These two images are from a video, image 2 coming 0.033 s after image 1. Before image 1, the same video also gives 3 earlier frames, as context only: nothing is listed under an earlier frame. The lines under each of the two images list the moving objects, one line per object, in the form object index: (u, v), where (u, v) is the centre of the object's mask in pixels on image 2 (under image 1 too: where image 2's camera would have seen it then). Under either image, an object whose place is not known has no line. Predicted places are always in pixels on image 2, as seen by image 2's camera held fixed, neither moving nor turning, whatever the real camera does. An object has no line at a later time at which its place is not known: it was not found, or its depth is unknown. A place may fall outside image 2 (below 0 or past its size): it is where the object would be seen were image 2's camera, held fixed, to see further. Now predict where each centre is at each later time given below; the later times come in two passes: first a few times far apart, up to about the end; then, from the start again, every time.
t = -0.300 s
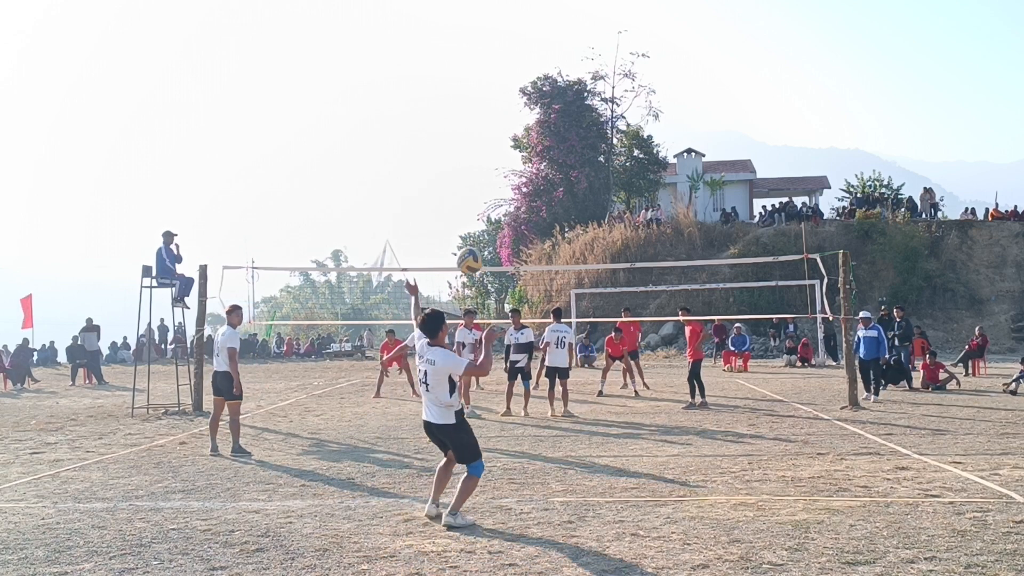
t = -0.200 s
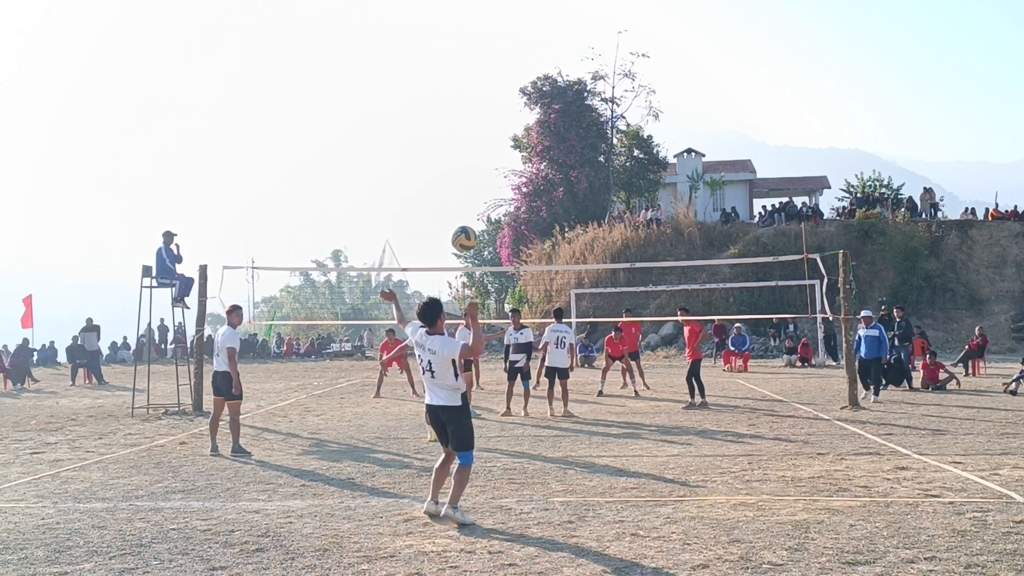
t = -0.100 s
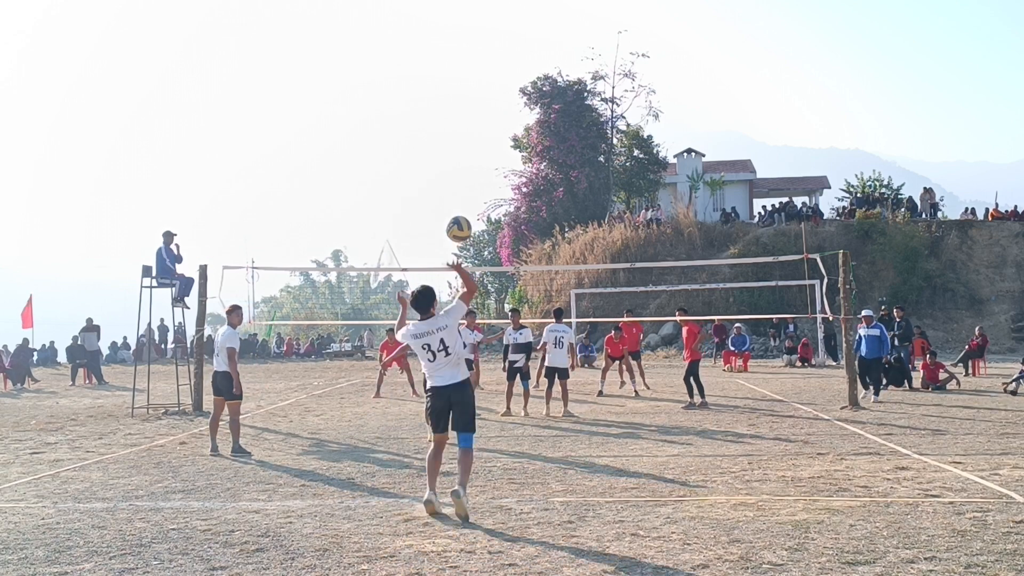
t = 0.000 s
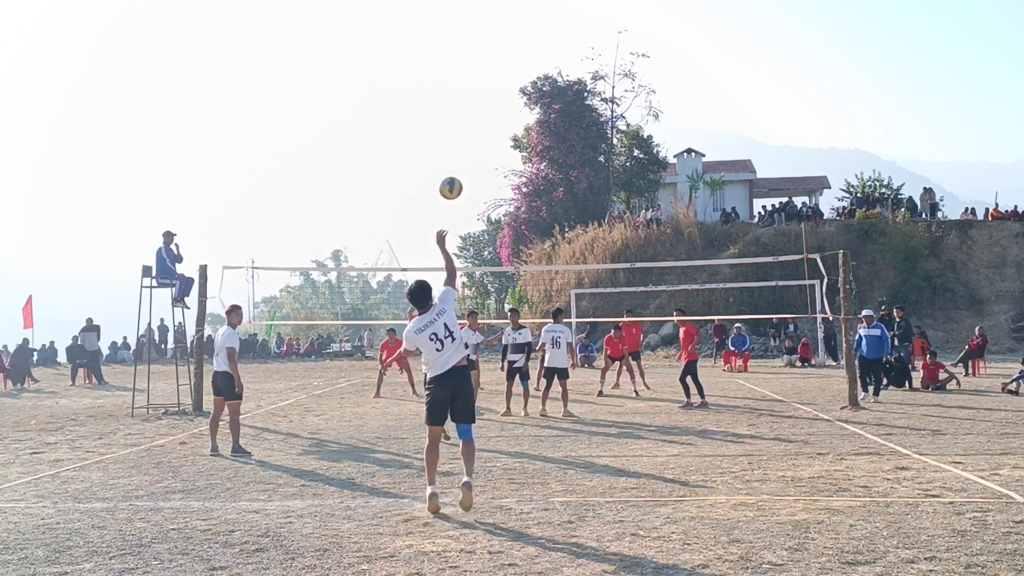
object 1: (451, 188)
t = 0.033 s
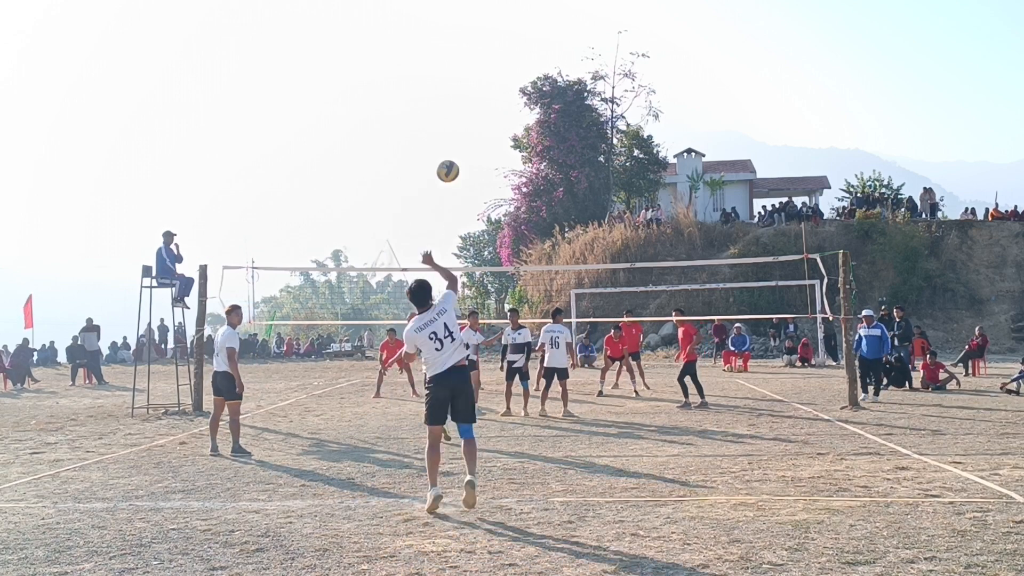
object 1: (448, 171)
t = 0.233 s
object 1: (436, 113)
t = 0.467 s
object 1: (428, 102)
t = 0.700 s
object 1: (427, 130)
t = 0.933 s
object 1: (424, 183)
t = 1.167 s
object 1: (422, 250)
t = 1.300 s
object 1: (420, 295)
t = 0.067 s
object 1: (445, 156)
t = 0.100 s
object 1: (443, 144)
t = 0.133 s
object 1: (441, 133)
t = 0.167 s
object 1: (439, 125)
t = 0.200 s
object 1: (438, 118)
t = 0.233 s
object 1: (436, 113)
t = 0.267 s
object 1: (434, 108)
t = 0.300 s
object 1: (433, 105)
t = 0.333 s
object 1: (432, 102)
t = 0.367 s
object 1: (431, 101)
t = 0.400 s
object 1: (429, 101)
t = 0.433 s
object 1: (429, 101)
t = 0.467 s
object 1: (428, 102)
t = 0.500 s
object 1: (428, 104)
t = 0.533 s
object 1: (427, 107)
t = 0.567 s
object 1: (427, 110)
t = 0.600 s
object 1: (427, 114)
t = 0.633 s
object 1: (427, 119)
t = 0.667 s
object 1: (427, 124)
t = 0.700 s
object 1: (427, 130)
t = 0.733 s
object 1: (426, 137)
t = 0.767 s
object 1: (426, 144)
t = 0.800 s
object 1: (426, 151)
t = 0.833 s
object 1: (425, 158)
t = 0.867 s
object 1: (425, 166)
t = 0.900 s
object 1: (424, 175)
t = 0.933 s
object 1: (424, 183)
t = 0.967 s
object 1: (424, 192)
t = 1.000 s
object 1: (423, 201)
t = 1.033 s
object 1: (423, 210)
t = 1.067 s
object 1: (423, 220)
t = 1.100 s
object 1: (422, 230)
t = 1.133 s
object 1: (422, 240)
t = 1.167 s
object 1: (422, 250)
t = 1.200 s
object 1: (421, 261)
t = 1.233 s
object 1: (421, 273)
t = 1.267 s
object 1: (421, 283)
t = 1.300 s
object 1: (420, 295)
